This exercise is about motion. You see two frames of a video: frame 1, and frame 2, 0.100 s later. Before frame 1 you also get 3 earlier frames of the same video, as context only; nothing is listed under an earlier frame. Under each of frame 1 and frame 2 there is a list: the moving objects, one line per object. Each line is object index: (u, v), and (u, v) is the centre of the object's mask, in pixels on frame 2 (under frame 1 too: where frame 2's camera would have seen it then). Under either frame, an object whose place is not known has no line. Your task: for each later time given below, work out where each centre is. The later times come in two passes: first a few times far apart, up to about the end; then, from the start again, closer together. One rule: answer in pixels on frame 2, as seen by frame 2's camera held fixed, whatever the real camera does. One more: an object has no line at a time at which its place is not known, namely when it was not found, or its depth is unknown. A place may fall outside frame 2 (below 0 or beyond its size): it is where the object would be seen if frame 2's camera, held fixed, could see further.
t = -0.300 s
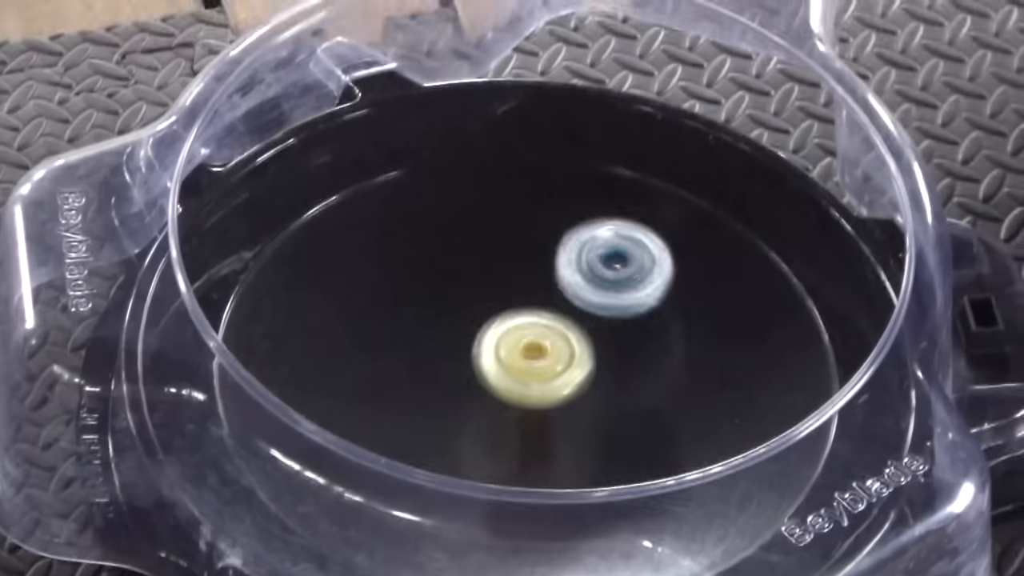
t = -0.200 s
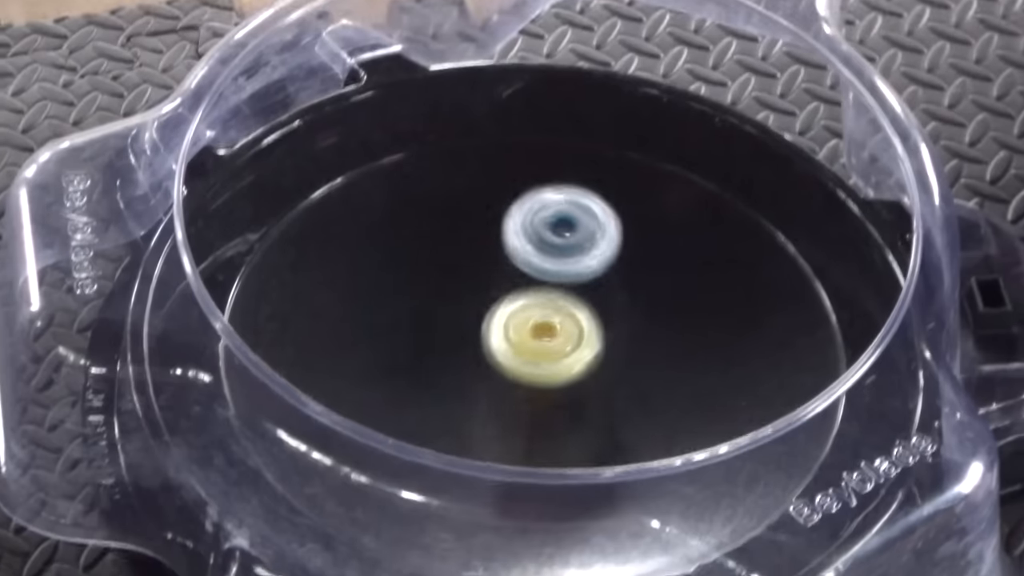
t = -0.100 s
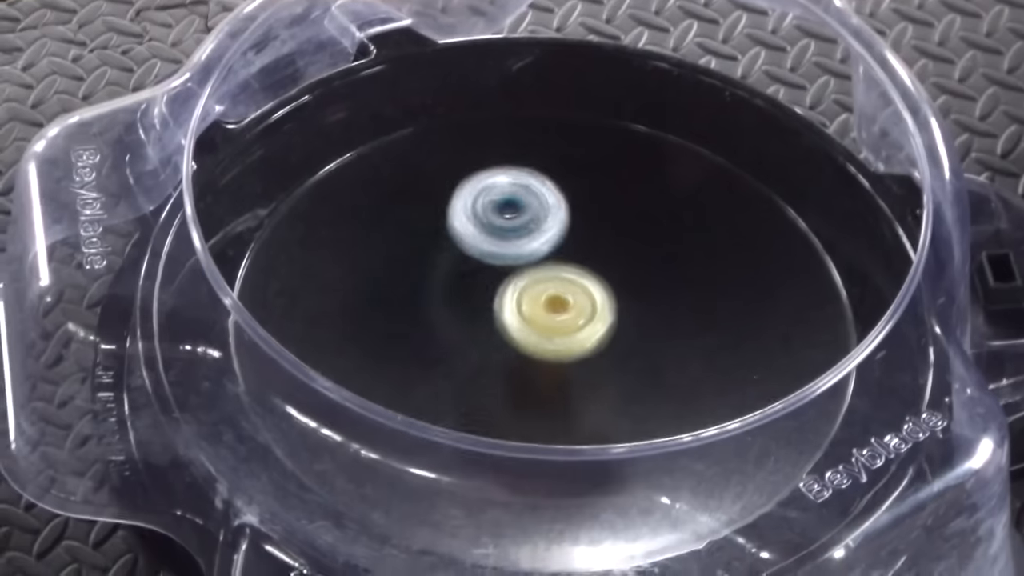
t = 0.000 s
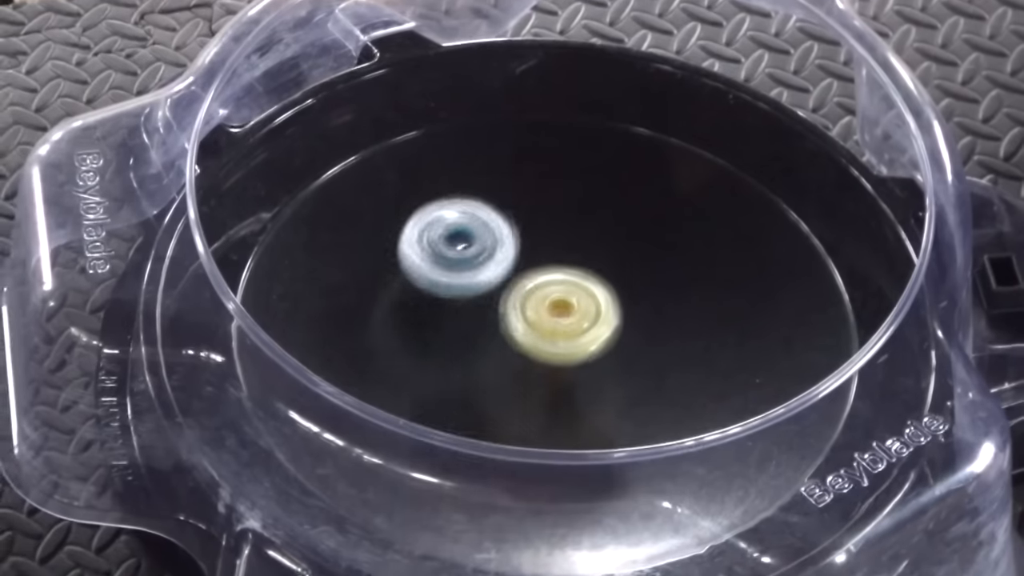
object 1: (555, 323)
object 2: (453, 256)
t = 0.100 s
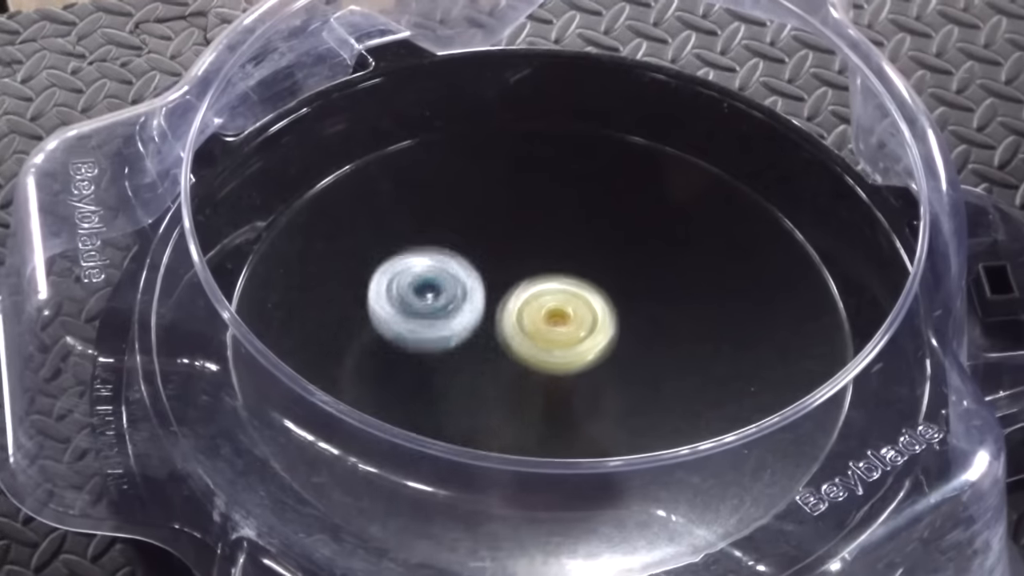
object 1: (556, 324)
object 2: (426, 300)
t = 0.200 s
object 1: (557, 326)
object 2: (424, 347)
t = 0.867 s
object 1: (548, 319)
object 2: (692, 341)
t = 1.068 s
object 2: (714, 279)
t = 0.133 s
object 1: (557, 325)
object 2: (423, 316)
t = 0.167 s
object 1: (557, 326)
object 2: (422, 331)
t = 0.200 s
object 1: (557, 326)
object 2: (424, 347)
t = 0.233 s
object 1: (558, 327)
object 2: (429, 362)
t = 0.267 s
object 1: (559, 328)
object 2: (438, 377)
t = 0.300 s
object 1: (559, 329)
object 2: (448, 390)
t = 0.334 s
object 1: (559, 329)
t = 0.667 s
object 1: (556, 331)
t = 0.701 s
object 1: (554, 327)
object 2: (661, 399)
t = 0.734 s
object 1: (553, 325)
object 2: (675, 391)
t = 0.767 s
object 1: (552, 323)
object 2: (685, 380)
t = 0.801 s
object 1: (550, 322)
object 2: (692, 367)
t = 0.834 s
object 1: (549, 320)
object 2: (694, 354)
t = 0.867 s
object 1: (548, 319)
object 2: (692, 341)
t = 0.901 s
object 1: (547, 317)
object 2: (687, 328)
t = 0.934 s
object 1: (547, 316)
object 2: (677, 316)
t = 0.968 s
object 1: (543, 314)
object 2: (668, 305)
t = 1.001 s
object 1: (505, 308)
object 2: (691, 298)
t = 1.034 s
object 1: (473, 303)
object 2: (706, 289)
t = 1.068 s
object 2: (714, 279)
